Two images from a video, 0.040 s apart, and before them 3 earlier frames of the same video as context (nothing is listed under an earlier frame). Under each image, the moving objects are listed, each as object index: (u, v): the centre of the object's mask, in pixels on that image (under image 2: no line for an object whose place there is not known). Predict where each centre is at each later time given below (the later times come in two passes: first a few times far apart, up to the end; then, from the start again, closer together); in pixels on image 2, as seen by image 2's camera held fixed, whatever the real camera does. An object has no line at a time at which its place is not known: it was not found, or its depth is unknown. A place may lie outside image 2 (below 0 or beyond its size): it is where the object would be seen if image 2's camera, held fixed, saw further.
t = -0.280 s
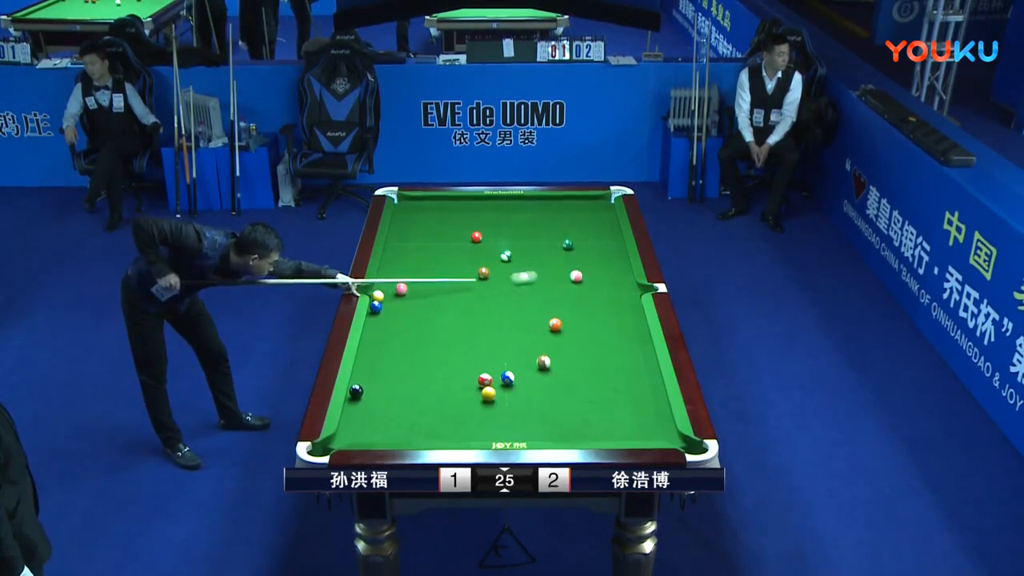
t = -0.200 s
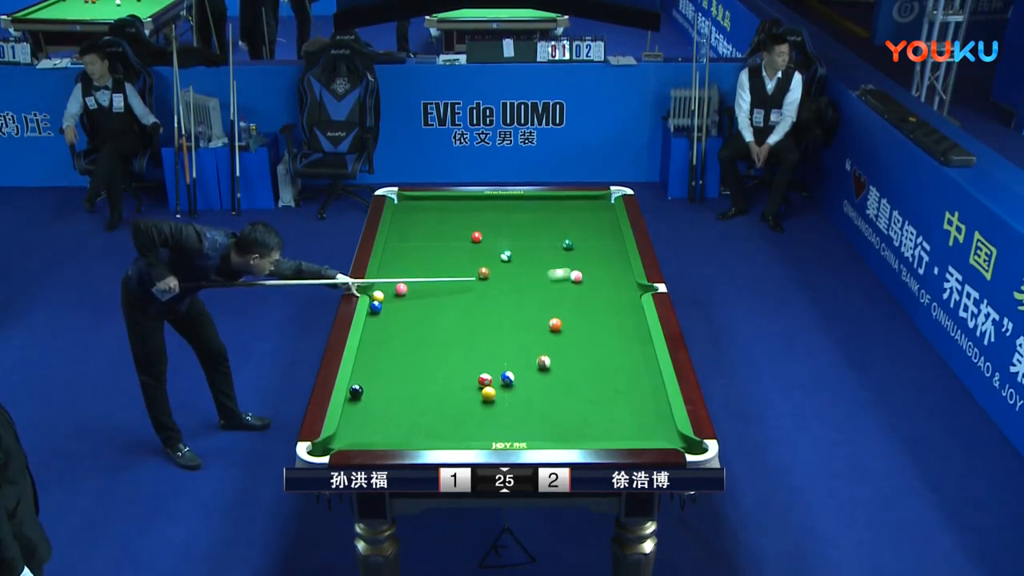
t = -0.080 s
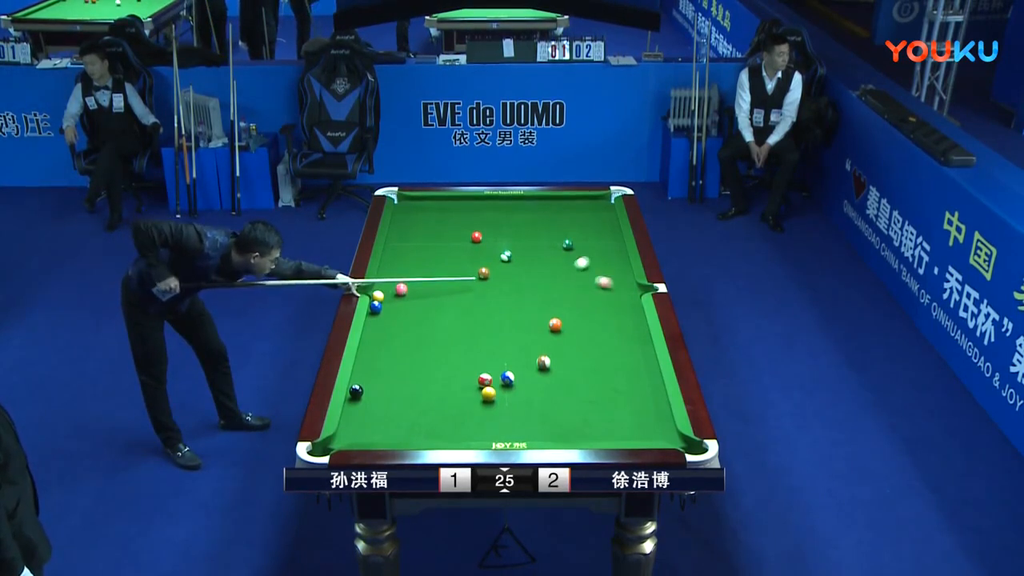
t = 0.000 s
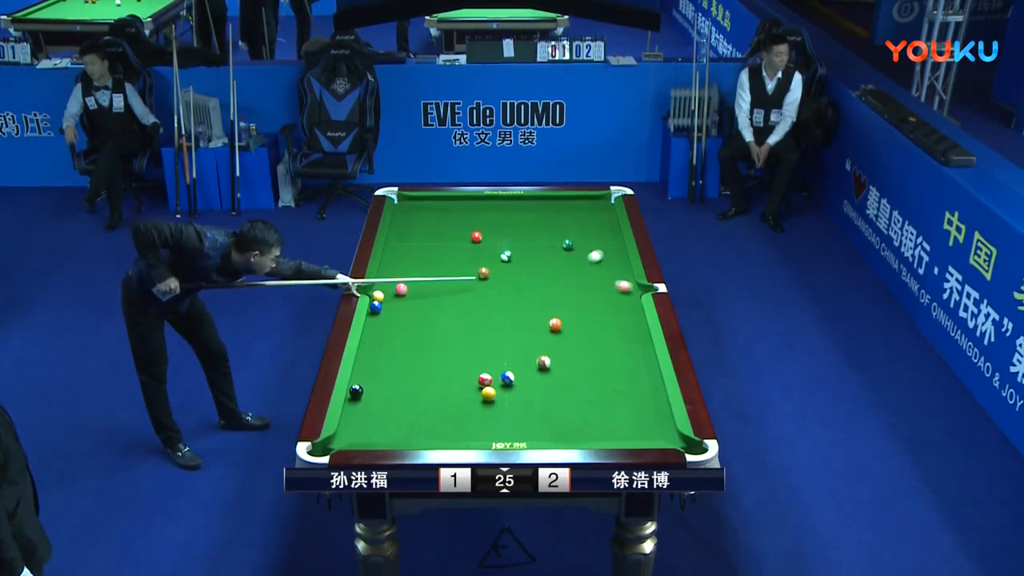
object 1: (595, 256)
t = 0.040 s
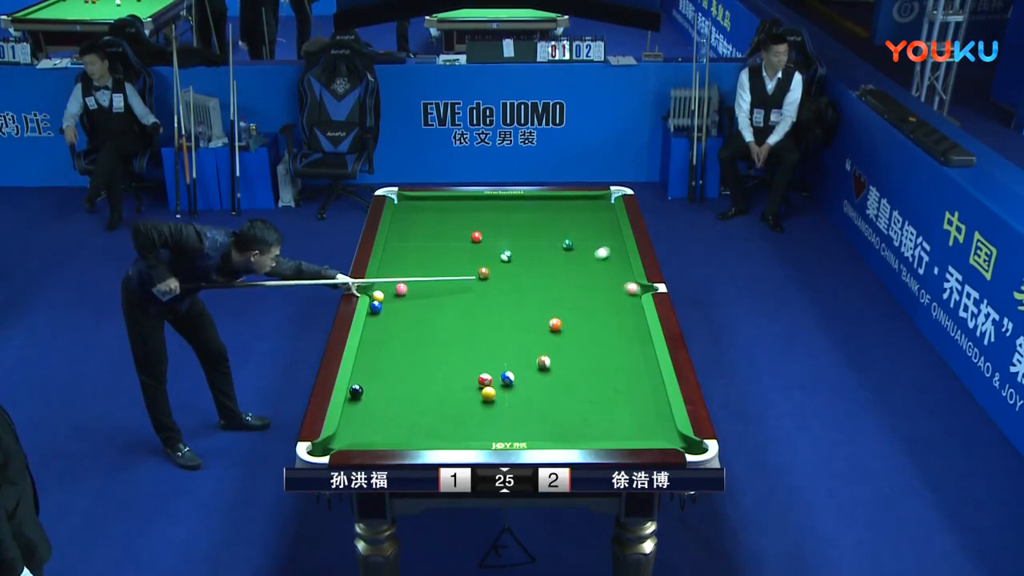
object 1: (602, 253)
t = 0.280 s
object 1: (600, 236)
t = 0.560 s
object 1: (570, 221)
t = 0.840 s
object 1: (544, 206)
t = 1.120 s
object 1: (520, 201)
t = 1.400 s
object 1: (497, 209)
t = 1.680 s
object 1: (475, 217)
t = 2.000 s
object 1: (450, 227)
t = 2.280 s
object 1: (428, 235)
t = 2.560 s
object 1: (406, 243)
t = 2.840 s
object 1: (389, 251)
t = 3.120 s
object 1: (398, 258)
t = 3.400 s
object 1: (407, 264)
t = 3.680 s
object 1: (415, 270)
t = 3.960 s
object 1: (424, 275)
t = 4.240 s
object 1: (431, 281)
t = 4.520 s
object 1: (438, 285)
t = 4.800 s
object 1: (444, 289)
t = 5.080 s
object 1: (450, 293)
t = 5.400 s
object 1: (456, 297)
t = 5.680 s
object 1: (460, 300)
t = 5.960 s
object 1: (463, 302)
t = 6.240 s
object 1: (466, 304)
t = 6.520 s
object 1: (468, 305)
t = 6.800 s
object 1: (469, 306)
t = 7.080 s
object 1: (469, 306)
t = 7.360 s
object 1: (469, 306)
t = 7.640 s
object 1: (469, 306)
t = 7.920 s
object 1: (469, 306)
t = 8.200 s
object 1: (469, 306)
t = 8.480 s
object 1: (469, 306)
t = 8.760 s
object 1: (469, 306)
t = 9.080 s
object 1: (469, 306)
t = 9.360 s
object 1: (469, 306)
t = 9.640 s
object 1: (469, 306)
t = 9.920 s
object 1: (469, 306)
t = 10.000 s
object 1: (469, 306)
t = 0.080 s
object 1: (609, 250)
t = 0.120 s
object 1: (615, 247)
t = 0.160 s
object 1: (618, 244)
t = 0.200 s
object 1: (612, 241)
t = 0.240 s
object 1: (606, 239)
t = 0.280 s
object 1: (600, 236)
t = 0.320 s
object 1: (595, 234)
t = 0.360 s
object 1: (591, 232)
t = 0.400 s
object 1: (587, 230)
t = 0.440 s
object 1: (583, 227)
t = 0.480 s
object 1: (578, 225)
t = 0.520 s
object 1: (574, 223)
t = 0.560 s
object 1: (570, 221)
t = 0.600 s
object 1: (566, 219)
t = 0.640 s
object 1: (562, 216)
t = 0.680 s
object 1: (559, 214)
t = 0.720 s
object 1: (555, 212)
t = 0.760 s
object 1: (551, 210)
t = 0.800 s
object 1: (547, 208)
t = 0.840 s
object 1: (544, 206)
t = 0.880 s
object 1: (540, 204)
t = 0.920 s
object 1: (537, 202)
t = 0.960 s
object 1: (533, 200)
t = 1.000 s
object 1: (530, 199)
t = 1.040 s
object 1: (526, 198)
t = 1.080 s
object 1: (523, 199)
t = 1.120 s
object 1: (520, 201)
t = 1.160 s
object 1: (517, 202)
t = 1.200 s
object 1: (514, 203)
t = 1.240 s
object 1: (510, 204)
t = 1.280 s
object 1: (507, 205)
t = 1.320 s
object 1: (504, 207)
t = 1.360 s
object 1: (501, 208)
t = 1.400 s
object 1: (497, 209)
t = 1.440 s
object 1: (494, 210)
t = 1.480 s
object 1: (491, 211)
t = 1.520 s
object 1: (488, 213)
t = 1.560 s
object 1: (484, 214)
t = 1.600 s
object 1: (481, 215)
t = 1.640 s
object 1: (478, 216)
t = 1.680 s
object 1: (475, 217)
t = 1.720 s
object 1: (472, 219)
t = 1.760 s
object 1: (469, 220)
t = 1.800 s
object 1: (465, 221)
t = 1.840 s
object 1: (462, 222)
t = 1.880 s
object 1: (459, 223)
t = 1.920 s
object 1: (456, 225)
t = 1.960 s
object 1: (453, 226)
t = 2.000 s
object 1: (450, 227)
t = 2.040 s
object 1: (446, 228)
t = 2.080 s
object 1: (443, 229)
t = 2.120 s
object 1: (440, 230)
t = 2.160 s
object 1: (437, 232)
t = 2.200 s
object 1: (434, 233)
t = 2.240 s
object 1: (431, 234)
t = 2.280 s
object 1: (428, 235)
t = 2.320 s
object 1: (425, 237)
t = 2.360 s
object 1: (422, 238)
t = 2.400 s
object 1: (419, 239)
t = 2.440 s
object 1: (416, 240)
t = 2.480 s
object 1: (412, 241)
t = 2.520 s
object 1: (409, 242)
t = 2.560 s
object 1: (406, 243)
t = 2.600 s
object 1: (403, 245)
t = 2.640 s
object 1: (400, 246)
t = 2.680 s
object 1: (397, 247)
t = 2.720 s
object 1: (394, 248)
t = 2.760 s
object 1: (391, 249)
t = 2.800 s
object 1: (388, 251)
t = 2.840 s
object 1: (389, 251)
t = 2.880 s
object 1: (390, 253)
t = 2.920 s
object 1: (392, 253)
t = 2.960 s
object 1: (393, 254)
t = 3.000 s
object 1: (394, 255)
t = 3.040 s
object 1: (396, 256)
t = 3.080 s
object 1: (397, 257)
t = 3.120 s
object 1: (398, 258)
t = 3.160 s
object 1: (399, 259)
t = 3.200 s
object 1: (401, 260)
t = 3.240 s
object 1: (402, 261)
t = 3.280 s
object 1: (403, 262)
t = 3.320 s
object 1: (405, 262)
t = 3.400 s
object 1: (407, 264)
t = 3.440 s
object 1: (408, 265)
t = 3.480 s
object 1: (410, 266)
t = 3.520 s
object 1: (411, 267)
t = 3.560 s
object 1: (412, 267)
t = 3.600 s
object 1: (413, 268)
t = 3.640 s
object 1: (414, 269)
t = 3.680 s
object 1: (415, 270)
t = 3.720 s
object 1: (417, 271)
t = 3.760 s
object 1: (418, 272)
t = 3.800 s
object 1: (419, 272)
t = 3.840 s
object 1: (420, 273)
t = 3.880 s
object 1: (422, 274)
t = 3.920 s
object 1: (423, 275)
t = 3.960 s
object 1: (424, 275)
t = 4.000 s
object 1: (425, 276)
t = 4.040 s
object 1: (426, 277)
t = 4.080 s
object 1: (427, 278)
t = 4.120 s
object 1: (428, 278)
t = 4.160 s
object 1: (429, 279)
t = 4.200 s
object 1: (430, 280)
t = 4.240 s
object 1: (431, 281)
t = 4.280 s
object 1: (432, 281)
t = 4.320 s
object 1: (433, 282)
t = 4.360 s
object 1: (434, 283)
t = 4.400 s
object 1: (435, 283)
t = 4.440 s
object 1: (436, 284)
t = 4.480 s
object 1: (437, 285)
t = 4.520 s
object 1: (438, 285)
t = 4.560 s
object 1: (439, 286)
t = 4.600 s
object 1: (440, 286)
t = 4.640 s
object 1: (441, 287)
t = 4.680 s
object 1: (442, 288)
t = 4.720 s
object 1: (443, 288)
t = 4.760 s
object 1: (443, 288)
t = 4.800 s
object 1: (444, 289)
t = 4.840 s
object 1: (445, 290)
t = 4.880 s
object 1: (446, 291)
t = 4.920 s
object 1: (447, 291)
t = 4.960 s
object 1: (448, 292)
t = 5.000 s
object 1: (448, 292)
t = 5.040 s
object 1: (449, 292)
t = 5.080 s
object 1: (450, 293)
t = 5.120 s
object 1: (451, 294)
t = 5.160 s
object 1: (451, 294)
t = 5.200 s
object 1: (452, 295)
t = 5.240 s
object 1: (453, 295)
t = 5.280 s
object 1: (454, 296)
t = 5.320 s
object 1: (454, 296)
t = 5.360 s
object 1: (455, 297)
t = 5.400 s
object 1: (456, 297)
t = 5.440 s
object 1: (456, 298)
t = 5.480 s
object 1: (457, 298)
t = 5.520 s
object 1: (457, 298)
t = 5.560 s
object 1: (458, 299)
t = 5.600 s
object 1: (459, 299)
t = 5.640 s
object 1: (459, 300)
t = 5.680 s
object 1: (460, 300)
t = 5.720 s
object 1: (460, 300)
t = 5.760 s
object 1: (461, 300)
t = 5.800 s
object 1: (461, 301)
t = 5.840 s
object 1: (462, 301)
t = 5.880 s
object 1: (462, 302)
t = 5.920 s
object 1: (463, 302)
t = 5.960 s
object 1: (463, 302)
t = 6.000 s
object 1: (464, 303)
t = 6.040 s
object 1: (464, 303)
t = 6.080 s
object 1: (464, 303)
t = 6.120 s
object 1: (465, 303)
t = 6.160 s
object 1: (465, 304)
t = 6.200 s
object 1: (466, 304)
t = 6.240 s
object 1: (466, 304)
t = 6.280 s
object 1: (466, 304)
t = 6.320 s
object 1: (467, 305)
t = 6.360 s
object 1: (467, 305)
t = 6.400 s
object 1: (467, 304)
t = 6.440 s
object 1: (468, 305)
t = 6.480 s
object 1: (468, 305)
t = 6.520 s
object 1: (468, 305)
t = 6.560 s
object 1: (468, 305)
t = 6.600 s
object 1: (468, 305)
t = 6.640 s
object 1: (469, 305)
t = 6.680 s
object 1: (469, 306)
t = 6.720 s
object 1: (469, 306)
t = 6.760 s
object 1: (469, 306)
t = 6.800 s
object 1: (469, 306)
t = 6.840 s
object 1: (469, 306)
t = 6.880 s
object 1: (469, 306)
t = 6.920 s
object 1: (469, 306)
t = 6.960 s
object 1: (469, 306)
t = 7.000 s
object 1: (469, 306)
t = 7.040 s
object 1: (469, 306)
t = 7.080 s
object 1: (469, 306)
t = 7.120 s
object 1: (469, 306)
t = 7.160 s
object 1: (469, 306)
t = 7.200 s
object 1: (469, 306)
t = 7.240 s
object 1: (469, 306)
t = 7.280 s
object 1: (469, 306)
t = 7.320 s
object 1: (469, 306)
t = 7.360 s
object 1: (469, 306)
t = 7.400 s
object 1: (469, 306)
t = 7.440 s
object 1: (469, 306)
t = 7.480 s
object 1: (469, 306)
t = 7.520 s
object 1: (469, 306)
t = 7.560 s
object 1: (469, 306)
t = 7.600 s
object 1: (469, 306)
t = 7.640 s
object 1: (469, 306)
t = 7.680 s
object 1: (469, 306)
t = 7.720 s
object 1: (469, 306)
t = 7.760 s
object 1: (469, 306)
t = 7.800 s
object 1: (469, 306)
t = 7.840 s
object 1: (469, 306)
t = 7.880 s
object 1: (469, 306)
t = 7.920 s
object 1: (469, 306)
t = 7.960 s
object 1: (469, 306)
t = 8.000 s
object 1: (469, 306)
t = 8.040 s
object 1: (469, 306)
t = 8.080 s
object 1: (469, 306)
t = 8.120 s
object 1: (469, 306)
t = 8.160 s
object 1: (469, 306)
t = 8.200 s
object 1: (469, 306)
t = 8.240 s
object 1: (469, 306)
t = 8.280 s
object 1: (469, 306)
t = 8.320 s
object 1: (469, 306)
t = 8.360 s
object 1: (469, 306)
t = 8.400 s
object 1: (469, 306)
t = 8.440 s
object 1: (469, 306)
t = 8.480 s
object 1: (469, 306)
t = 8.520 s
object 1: (469, 306)
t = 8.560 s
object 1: (469, 306)
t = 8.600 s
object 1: (469, 306)
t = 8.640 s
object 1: (469, 306)
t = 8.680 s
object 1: (469, 306)
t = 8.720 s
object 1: (469, 306)
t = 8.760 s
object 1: (469, 306)
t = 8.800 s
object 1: (469, 306)
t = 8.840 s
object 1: (469, 306)
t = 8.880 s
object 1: (469, 306)
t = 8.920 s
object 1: (469, 306)
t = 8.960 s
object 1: (469, 306)
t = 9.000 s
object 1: (469, 306)
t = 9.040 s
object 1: (469, 306)
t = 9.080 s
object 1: (469, 306)
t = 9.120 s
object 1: (469, 306)
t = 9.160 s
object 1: (469, 306)
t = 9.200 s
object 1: (469, 306)
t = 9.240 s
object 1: (469, 306)
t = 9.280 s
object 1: (469, 306)
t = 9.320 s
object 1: (469, 306)
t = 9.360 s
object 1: (469, 306)
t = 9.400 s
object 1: (469, 306)
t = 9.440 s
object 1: (469, 306)
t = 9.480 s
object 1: (469, 306)
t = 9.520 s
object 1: (469, 306)
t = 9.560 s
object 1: (469, 306)
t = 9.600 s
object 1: (469, 306)
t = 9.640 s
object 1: (469, 306)
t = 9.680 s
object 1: (469, 306)
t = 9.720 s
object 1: (469, 306)
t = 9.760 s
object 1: (469, 306)
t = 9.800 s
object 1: (469, 306)
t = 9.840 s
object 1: (469, 306)
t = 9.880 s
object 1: (469, 306)
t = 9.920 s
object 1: (469, 306)
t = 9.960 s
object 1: (469, 306)
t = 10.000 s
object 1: (469, 306)
